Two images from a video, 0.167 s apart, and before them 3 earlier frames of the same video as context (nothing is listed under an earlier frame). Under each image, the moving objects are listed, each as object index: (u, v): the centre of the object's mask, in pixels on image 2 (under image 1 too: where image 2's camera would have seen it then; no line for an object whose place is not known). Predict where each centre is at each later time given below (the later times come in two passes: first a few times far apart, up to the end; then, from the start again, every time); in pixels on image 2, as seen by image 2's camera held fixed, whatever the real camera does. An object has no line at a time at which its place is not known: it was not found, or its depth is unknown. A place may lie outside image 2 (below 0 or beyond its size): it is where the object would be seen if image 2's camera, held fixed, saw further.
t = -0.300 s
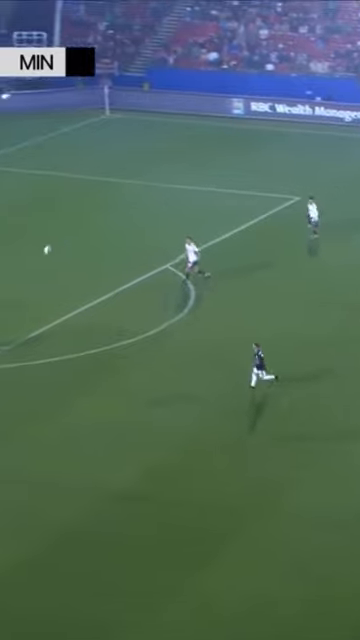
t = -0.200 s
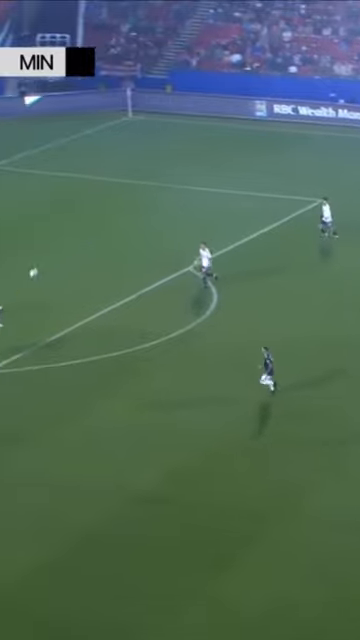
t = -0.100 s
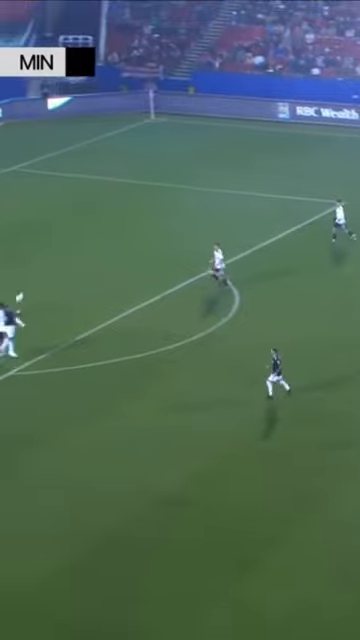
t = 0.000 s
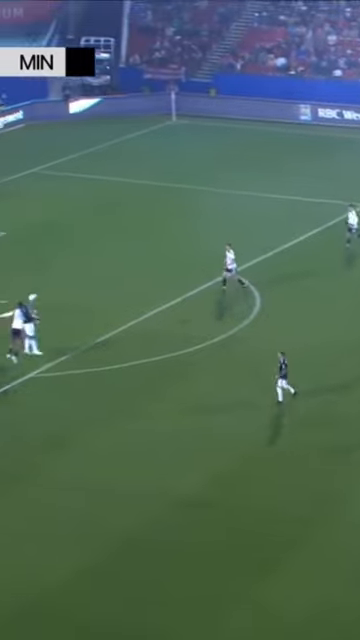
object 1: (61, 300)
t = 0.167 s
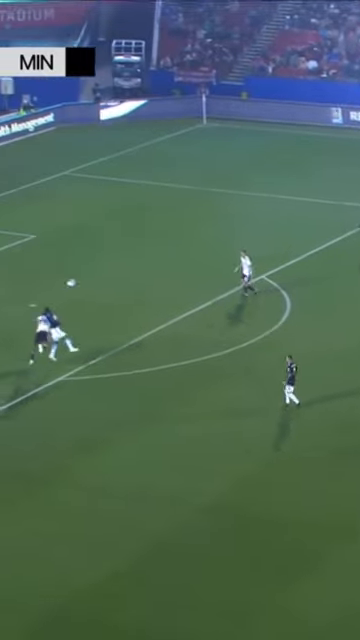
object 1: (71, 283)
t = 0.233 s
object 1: (74, 279)
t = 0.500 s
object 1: (88, 273)
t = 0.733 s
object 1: (102, 286)
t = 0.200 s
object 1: (71, 282)
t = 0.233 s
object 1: (74, 279)
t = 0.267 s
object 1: (75, 277)
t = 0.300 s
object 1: (76, 275)
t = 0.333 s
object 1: (79, 274)
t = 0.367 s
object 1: (82, 273)
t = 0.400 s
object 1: (83, 272)
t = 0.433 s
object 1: (85, 272)
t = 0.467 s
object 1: (87, 273)
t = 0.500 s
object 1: (88, 273)
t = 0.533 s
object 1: (91, 274)
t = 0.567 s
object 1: (92, 275)
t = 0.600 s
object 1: (94, 276)
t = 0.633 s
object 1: (96, 278)
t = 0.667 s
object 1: (98, 280)
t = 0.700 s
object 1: (100, 283)
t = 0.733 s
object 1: (102, 286)
